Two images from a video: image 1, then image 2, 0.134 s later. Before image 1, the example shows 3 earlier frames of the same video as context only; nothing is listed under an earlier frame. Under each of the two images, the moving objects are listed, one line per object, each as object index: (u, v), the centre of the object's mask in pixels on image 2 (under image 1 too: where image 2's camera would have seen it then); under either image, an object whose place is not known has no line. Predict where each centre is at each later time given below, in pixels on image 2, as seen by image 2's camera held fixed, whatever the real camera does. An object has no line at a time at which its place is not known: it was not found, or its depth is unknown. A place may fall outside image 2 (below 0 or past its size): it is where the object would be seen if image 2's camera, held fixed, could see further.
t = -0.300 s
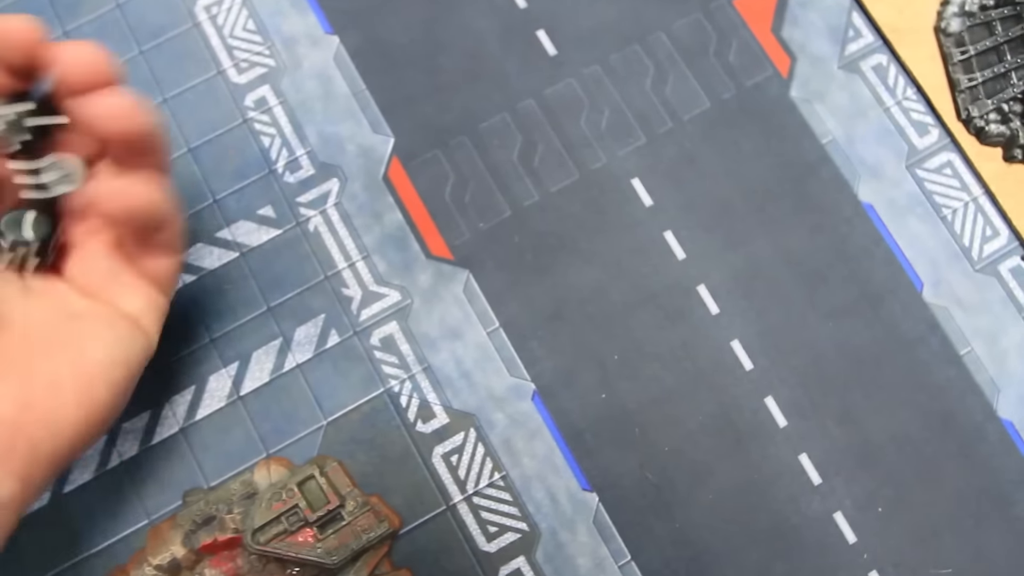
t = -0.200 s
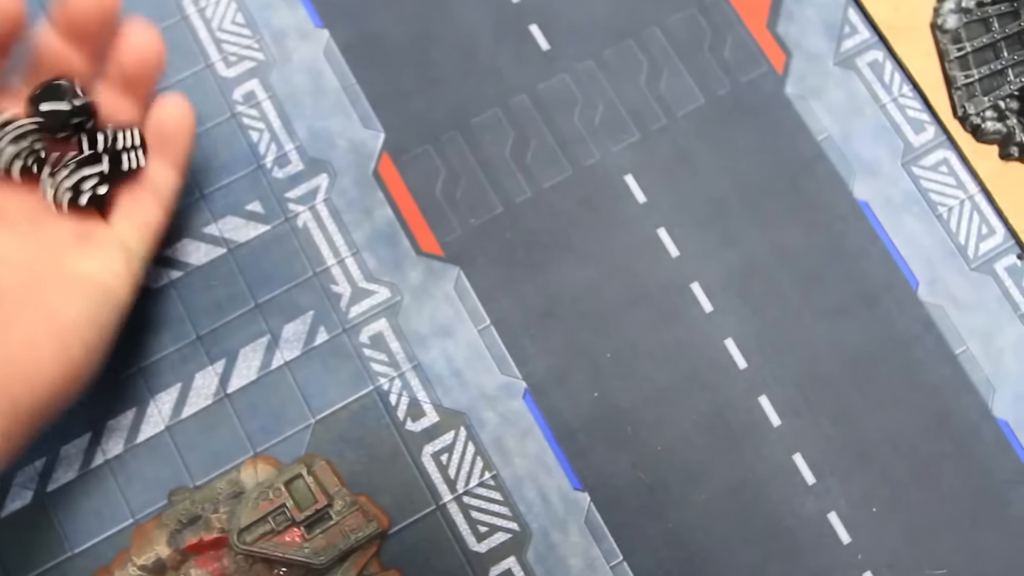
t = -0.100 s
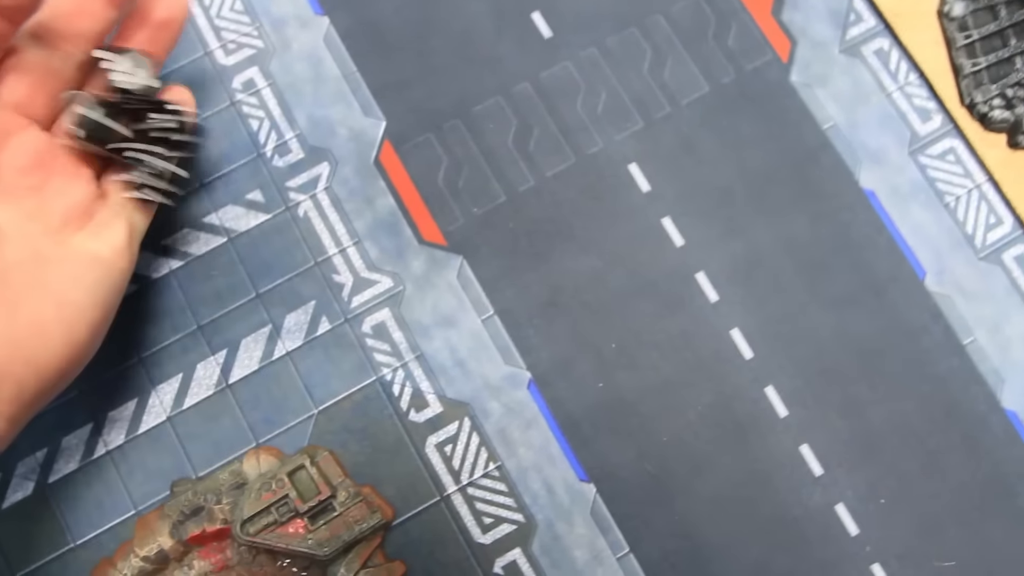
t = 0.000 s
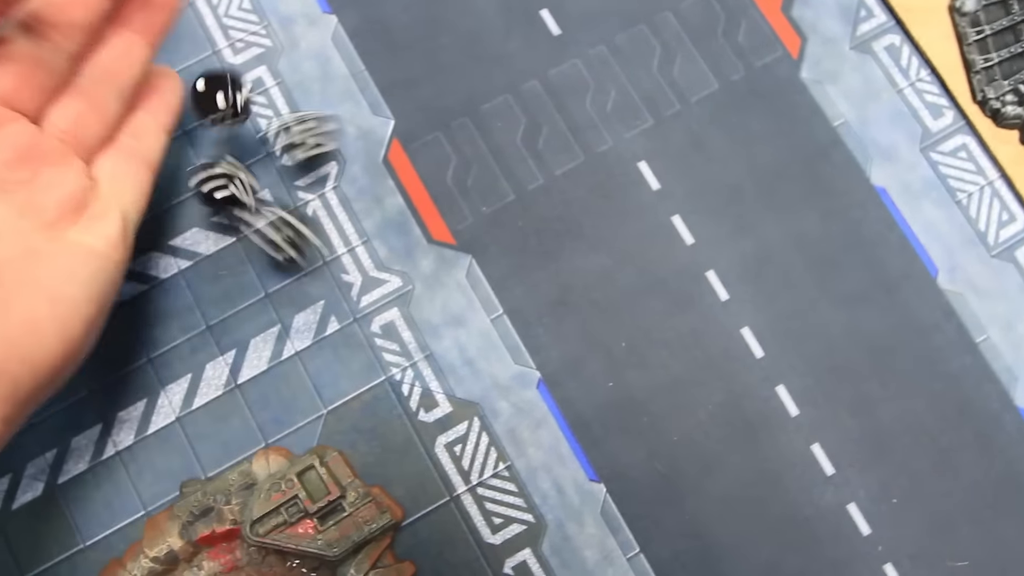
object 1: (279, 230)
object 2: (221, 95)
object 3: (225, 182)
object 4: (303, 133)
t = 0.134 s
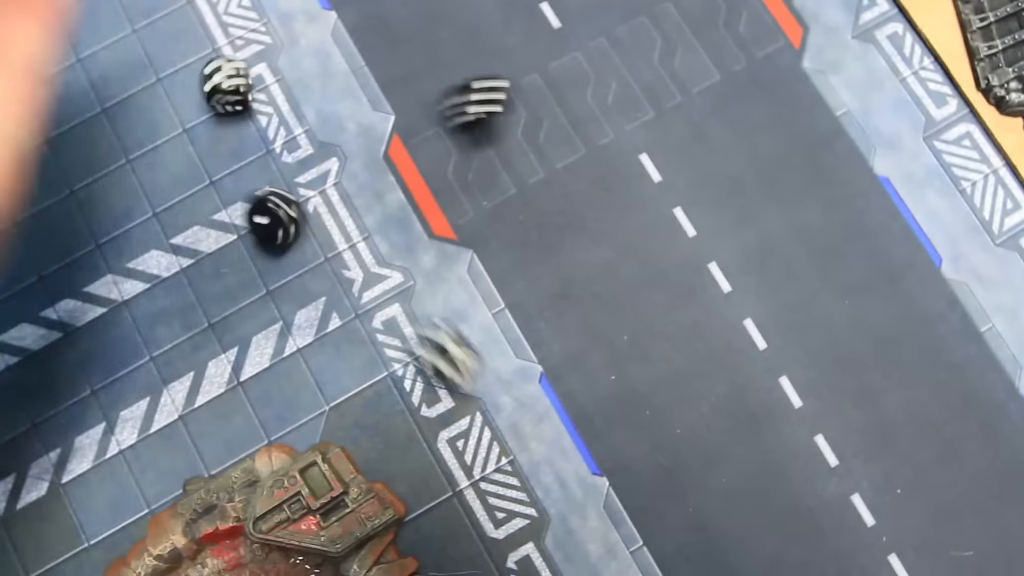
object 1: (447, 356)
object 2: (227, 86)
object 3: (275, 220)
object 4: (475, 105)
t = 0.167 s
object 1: (479, 388)
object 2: (222, 86)
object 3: (293, 224)
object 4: (509, 100)
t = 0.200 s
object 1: (513, 419)
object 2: (217, 88)
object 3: (306, 222)
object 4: (535, 94)
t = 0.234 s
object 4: (557, 85)
